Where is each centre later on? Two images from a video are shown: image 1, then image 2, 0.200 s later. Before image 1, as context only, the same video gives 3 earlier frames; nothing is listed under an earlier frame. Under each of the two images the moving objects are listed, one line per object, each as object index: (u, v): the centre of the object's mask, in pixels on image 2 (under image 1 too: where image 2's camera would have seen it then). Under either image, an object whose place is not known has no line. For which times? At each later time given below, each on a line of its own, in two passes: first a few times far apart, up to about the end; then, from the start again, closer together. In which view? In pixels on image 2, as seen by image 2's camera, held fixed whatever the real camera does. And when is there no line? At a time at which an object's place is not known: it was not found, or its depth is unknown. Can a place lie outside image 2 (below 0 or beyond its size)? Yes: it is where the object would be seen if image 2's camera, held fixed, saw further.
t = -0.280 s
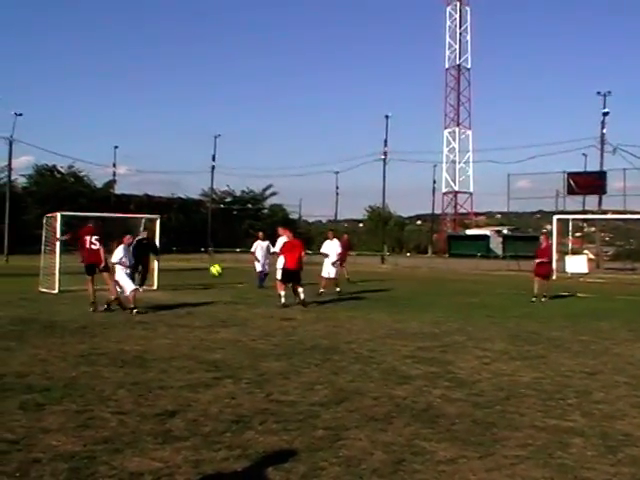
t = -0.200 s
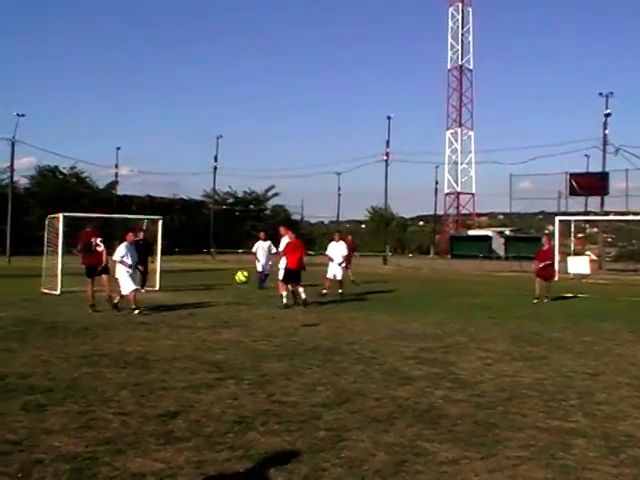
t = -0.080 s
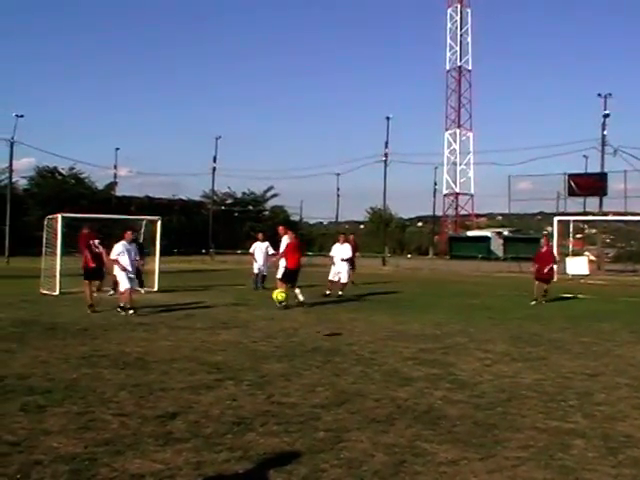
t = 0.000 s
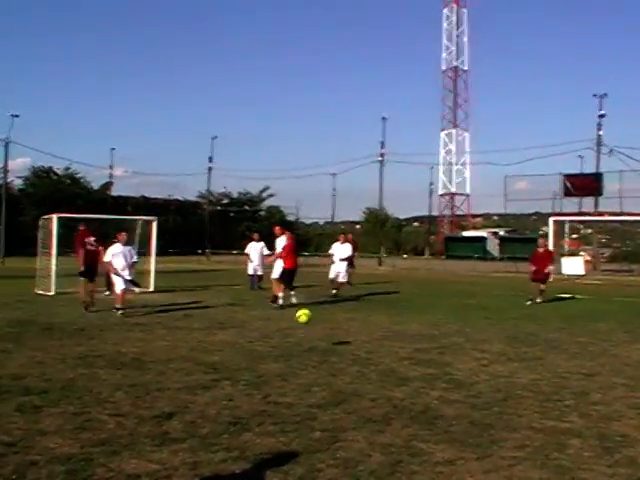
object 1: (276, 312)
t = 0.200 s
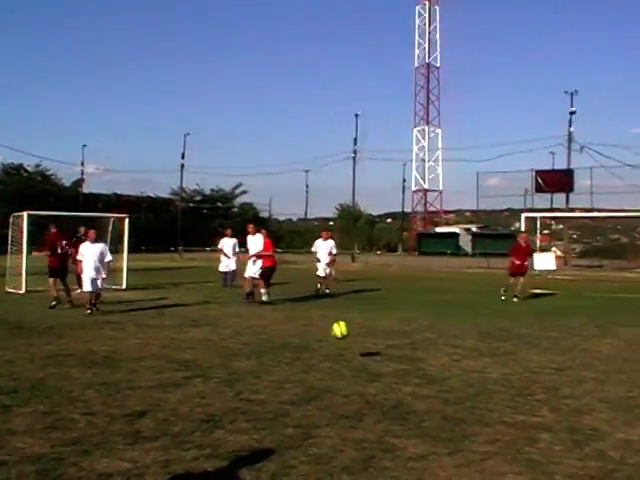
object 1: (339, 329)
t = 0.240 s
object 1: (350, 324)
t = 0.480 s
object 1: (422, 318)
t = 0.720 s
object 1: (520, 380)
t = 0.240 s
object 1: (350, 324)
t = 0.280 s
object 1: (360, 319)
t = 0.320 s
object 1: (371, 316)
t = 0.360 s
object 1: (383, 314)
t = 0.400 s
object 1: (395, 314)
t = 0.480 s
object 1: (422, 318)
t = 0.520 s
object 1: (436, 322)
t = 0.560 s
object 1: (450, 330)
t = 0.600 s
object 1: (467, 339)
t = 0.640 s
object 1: (485, 349)
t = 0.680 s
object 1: (501, 363)
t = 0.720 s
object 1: (520, 380)
